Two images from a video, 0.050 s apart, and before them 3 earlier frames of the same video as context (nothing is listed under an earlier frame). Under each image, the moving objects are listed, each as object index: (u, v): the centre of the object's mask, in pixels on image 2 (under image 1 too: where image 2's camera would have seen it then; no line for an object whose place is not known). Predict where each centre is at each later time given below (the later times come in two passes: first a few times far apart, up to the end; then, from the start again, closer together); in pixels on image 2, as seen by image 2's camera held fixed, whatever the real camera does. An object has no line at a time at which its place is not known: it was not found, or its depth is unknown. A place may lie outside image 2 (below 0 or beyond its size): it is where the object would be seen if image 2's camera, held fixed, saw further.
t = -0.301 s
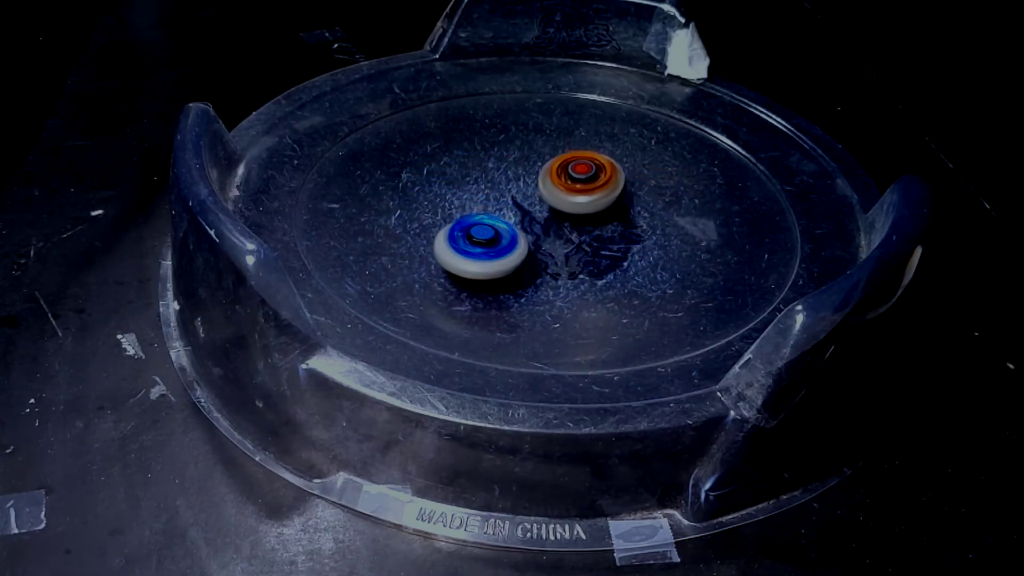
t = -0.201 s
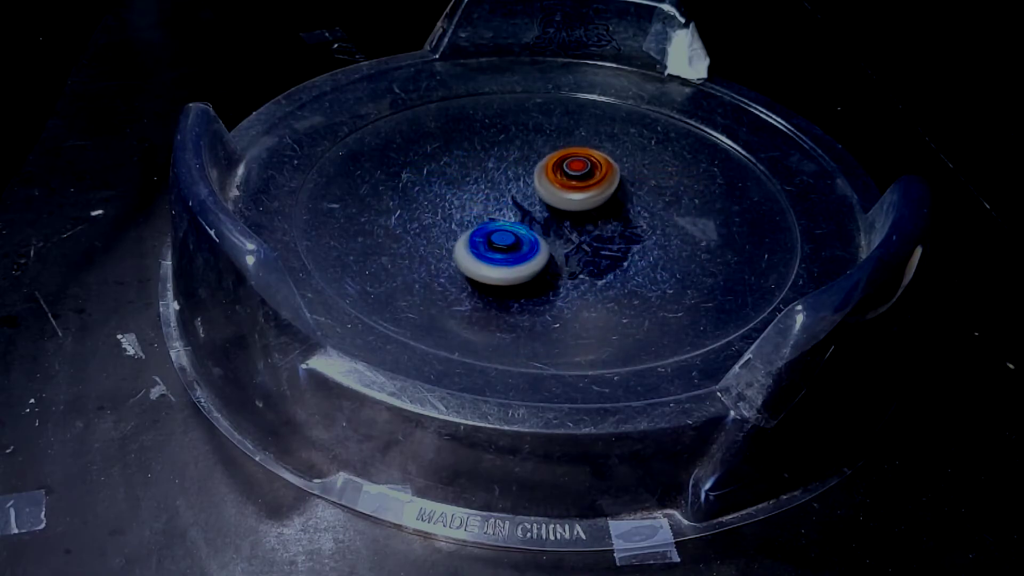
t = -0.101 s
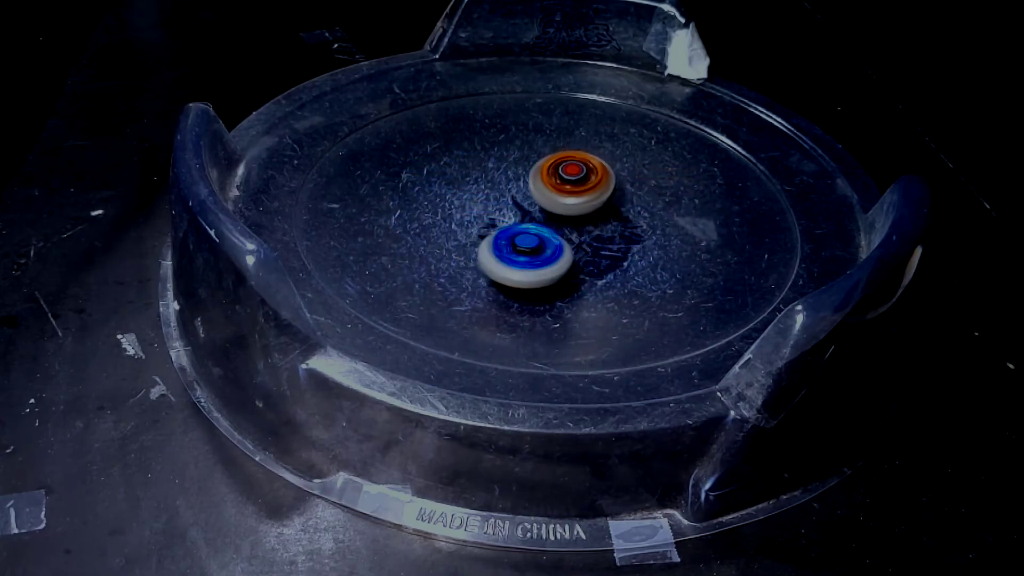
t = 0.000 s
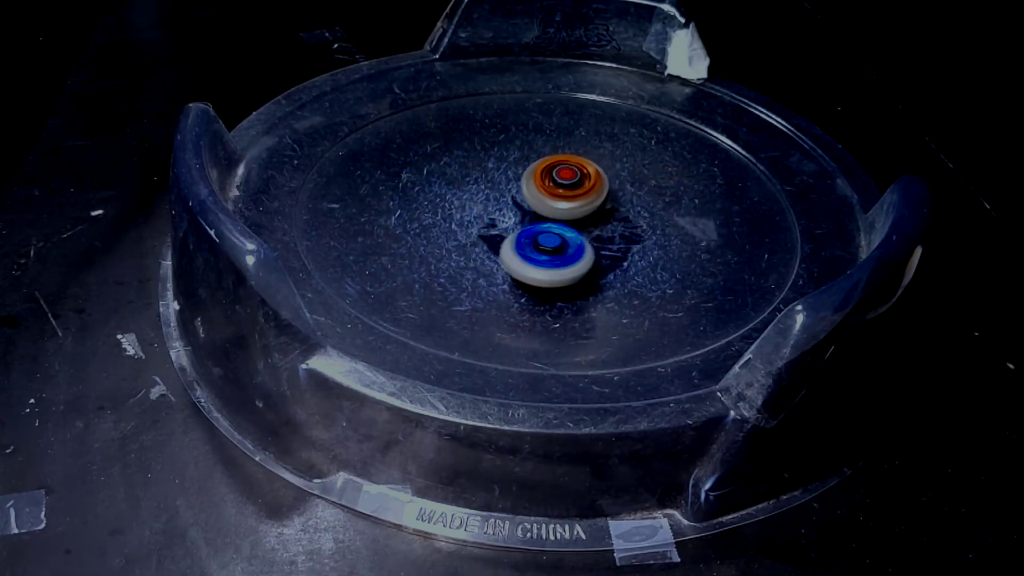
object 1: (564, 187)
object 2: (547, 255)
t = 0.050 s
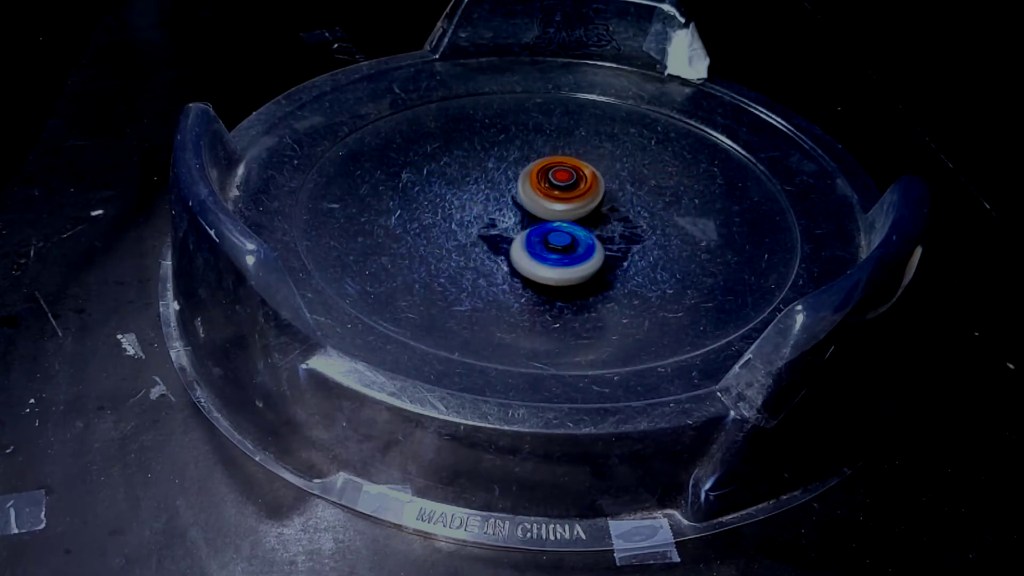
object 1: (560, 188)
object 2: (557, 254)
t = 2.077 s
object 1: (579, 265)
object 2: (498, 199)
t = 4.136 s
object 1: (480, 200)
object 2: (582, 208)
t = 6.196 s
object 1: (605, 182)
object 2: (499, 226)
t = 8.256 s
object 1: (584, 243)
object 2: (533, 187)
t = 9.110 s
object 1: (572, 181)
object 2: (512, 226)
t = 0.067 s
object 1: (559, 189)
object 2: (560, 253)
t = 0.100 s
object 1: (555, 190)
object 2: (566, 252)
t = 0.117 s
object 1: (553, 190)
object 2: (569, 251)
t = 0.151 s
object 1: (548, 191)
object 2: (573, 249)
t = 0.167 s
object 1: (546, 191)
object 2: (576, 248)
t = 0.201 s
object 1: (542, 192)
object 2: (580, 246)
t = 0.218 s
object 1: (540, 193)
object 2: (582, 245)
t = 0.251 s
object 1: (535, 194)
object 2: (586, 243)
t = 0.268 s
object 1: (533, 194)
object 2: (587, 241)
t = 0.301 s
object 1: (529, 196)
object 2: (590, 239)
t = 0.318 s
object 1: (527, 197)
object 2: (591, 238)
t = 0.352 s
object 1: (522, 199)
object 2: (593, 235)
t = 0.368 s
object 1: (519, 199)
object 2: (596, 234)
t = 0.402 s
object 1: (512, 200)
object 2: (599, 232)
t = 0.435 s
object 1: (507, 200)
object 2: (601, 230)
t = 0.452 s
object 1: (505, 200)
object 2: (602, 228)
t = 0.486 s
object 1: (502, 200)
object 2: (604, 226)
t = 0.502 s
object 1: (501, 200)
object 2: (604, 224)
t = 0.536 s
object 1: (499, 200)
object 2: (604, 222)
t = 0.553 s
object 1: (498, 200)
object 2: (604, 220)
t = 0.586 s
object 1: (496, 200)
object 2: (603, 218)
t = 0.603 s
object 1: (495, 200)
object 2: (603, 216)
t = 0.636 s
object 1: (494, 200)
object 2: (601, 214)
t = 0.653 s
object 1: (494, 200)
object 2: (600, 213)
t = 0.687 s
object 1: (493, 201)
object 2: (597, 210)
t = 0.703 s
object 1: (493, 201)
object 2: (596, 209)
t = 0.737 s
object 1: (493, 201)
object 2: (593, 206)
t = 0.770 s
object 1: (493, 202)
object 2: (590, 204)
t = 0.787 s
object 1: (493, 203)
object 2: (588, 203)
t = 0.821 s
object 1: (493, 204)
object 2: (584, 201)
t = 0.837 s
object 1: (492, 204)
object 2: (583, 200)
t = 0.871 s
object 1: (464, 204)
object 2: (608, 194)
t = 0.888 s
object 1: (453, 204)
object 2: (617, 192)
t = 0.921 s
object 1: (437, 205)
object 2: (630, 188)
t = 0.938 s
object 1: (431, 205)
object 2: (633, 187)
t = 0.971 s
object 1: (425, 204)
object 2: (634, 184)
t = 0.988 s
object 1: (424, 204)
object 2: (634, 182)
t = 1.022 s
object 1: (423, 204)
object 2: (632, 180)
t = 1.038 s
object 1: (424, 204)
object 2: (630, 178)
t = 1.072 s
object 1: (426, 203)
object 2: (627, 176)
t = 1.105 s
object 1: (429, 204)
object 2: (624, 174)
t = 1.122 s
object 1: (431, 204)
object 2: (622, 173)
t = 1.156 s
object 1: (435, 205)
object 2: (618, 172)
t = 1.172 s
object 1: (438, 205)
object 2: (616, 171)
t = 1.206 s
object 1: (444, 206)
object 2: (611, 170)
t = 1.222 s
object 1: (447, 206)
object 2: (609, 170)
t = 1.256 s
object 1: (453, 208)
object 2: (604, 170)
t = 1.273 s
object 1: (456, 208)
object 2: (601, 170)
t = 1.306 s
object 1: (462, 210)
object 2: (596, 170)
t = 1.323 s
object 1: (465, 210)
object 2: (593, 171)
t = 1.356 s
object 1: (471, 212)
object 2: (588, 172)
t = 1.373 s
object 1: (474, 213)
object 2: (585, 173)
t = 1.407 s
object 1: (479, 215)
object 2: (579, 174)
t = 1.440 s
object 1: (486, 217)
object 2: (574, 177)
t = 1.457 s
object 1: (489, 219)
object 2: (571, 178)
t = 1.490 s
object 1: (496, 221)
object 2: (565, 181)
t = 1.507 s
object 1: (500, 223)
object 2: (562, 182)
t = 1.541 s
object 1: (507, 226)
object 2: (558, 184)
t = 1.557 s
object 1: (510, 228)
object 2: (556, 186)
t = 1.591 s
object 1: (513, 235)
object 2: (554, 184)
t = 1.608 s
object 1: (514, 240)
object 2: (555, 183)
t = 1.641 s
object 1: (519, 247)
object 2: (553, 182)
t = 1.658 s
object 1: (522, 249)
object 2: (551, 182)
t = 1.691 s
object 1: (527, 253)
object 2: (546, 184)
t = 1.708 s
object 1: (528, 254)
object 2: (544, 184)
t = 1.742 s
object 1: (532, 255)
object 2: (540, 187)
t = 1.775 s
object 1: (535, 256)
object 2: (536, 189)
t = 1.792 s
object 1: (536, 257)
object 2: (534, 190)
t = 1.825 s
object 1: (539, 257)
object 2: (531, 193)
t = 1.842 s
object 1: (541, 258)
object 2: (529, 194)
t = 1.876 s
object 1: (544, 258)
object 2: (525, 197)
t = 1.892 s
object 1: (546, 258)
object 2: (523, 198)
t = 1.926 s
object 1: (549, 257)
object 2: (520, 201)
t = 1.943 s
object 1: (550, 257)
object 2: (519, 202)
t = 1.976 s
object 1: (554, 256)
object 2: (516, 205)
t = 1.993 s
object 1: (555, 256)
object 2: (514, 206)
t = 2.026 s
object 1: (559, 255)
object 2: (512, 209)
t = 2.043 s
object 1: (560, 255)
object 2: (512, 210)
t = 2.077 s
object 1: (579, 265)
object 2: (498, 199)
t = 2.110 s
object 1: (595, 272)
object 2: (488, 188)
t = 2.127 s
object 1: (602, 275)
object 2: (484, 185)
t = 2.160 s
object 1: (611, 279)
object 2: (477, 181)
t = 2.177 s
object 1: (614, 280)
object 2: (475, 181)
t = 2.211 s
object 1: (616, 280)
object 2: (470, 182)
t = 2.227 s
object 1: (616, 280)
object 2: (467, 182)
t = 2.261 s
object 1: (614, 279)
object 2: (463, 183)
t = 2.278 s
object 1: (613, 279)
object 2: (462, 184)
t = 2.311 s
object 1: (610, 278)
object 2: (458, 186)
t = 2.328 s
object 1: (609, 277)
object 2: (457, 186)
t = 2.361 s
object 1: (606, 275)
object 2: (455, 188)
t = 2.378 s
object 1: (604, 273)
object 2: (454, 188)
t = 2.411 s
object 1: (601, 271)
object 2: (452, 190)
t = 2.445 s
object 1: (598, 268)
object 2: (452, 191)
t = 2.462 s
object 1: (597, 267)
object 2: (451, 192)
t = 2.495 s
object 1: (595, 264)
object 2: (451, 193)
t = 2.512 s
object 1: (594, 262)
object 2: (451, 194)
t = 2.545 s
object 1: (592, 258)
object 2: (451, 196)
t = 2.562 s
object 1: (591, 256)
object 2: (451, 196)
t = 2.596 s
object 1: (589, 252)
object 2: (453, 199)
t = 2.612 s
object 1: (588, 250)
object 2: (453, 199)
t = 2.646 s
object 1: (586, 246)
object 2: (455, 201)
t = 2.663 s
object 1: (584, 243)
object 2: (456, 203)
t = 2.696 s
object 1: (582, 239)
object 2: (460, 205)
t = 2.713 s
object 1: (581, 237)
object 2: (461, 206)
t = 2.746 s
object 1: (579, 233)
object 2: (465, 208)
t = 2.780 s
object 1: (578, 229)
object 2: (469, 209)
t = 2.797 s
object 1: (578, 227)
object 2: (471, 210)
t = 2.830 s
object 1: (576, 223)
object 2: (476, 212)
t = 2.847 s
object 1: (576, 221)
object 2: (478, 212)
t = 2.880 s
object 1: (575, 217)
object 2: (483, 214)
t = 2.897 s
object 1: (575, 215)
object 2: (484, 214)
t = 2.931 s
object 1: (578, 210)
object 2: (485, 215)
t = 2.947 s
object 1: (579, 208)
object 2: (487, 215)
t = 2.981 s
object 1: (580, 204)
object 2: (492, 216)
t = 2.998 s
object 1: (580, 202)
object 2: (494, 217)
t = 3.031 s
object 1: (582, 198)
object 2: (497, 218)
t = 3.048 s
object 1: (586, 195)
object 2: (492, 220)
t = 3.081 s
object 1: (593, 190)
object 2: (486, 220)
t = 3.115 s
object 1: (595, 185)
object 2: (486, 221)
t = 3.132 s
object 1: (595, 184)
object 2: (487, 222)
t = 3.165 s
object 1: (595, 181)
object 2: (490, 224)
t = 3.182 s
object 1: (594, 180)
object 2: (491, 225)
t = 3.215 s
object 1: (591, 178)
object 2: (494, 227)
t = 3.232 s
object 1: (590, 178)
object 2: (496, 227)
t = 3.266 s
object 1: (587, 176)
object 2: (499, 229)
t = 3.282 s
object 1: (585, 176)
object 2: (501, 230)
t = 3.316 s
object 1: (581, 175)
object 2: (504, 231)
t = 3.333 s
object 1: (580, 174)
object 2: (506, 232)
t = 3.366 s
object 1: (576, 174)
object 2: (510, 233)
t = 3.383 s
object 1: (573, 173)
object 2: (513, 234)
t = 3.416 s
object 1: (569, 173)
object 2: (518, 235)
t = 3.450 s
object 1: (565, 172)
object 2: (523, 236)
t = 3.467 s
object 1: (562, 172)
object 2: (525, 236)
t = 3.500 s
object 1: (557, 172)
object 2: (531, 236)
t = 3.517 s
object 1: (555, 172)
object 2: (533, 236)
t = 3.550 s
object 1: (550, 173)
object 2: (539, 237)
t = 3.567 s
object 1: (548, 173)
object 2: (542, 237)
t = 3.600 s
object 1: (542, 173)
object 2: (547, 236)
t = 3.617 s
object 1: (540, 173)
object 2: (550, 236)
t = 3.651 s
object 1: (534, 174)
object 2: (554, 235)
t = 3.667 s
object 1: (532, 175)
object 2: (557, 235)
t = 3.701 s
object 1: (526, 176)
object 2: (561, 234)
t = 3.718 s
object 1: (524, 177)
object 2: (563, 233)
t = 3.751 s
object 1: (519, 179)
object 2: (567, 231)
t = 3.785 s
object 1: (514, 180)
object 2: (571, 230)
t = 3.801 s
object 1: (512, 181)
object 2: (572, 229)
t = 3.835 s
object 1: (508, 183)
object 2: (575, 227)
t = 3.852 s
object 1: (506, 184)
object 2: (576, 226)
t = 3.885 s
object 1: (502, 186)
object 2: (578, 223)
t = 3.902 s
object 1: (501, 187)
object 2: (579, 223)
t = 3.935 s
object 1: (497, 189)
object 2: (581, 220)
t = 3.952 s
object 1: (496, 190)
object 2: (581, 219)
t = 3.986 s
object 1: (493, 191)
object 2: (582, 217)
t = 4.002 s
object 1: (491, 192)
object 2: (582, 216)
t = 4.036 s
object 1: (488, 194)
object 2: (583, 214)
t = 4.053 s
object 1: (486, 195)
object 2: (583, 213)
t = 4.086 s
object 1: (484, 197)
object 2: (583, 211)
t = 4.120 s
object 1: (482, 199)
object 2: (582, 209)
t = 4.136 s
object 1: (480, 200)
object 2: (582, 208)
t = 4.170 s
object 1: (479, 203)
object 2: (580, 206)
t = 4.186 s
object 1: (478, 204)
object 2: (579, 205)
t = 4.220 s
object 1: (477, 206)
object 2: (577, 203)
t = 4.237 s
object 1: (477, 207)
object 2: (576, 202)
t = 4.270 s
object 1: (477, 209)
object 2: (574, 201)
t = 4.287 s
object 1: (476, 211)
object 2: (573, 200)
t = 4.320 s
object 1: (477, 213)
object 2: (570, 199)
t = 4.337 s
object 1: (477, 215)
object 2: (569, 199)
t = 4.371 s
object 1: (477, 217)
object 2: (566, 198)
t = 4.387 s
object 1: (478, 218)
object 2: (565, 197)
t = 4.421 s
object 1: (479, 221)
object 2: (562, 197)
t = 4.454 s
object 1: (481, 223)
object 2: (558, 197)
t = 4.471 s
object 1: (482, 224)
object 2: (556, 197)
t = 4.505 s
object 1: (484, 227)
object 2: (553, 196)
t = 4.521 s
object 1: (485, 228)
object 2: (551, 197)
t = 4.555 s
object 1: (489, 230)
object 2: (547, 196)
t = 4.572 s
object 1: (488, 232)
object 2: (547, 195)
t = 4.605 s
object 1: (482, 238)
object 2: (552, 191)
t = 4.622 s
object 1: (481, 240)
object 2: (552, 190)
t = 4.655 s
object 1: (481, 242)
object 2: (550, 189)
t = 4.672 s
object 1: (481, 244)
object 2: (549, 188)
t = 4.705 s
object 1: (483, 245)
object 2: (548, 188)
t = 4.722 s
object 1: (484, 246)
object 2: (547, 187)
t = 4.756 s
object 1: (487, 248)
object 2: (545, 187)
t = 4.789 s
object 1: (491, 249)
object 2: (543, 187)
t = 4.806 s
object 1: (493, 249)
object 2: (541, 188)
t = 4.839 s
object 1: (497, 250)
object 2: (540, 188)
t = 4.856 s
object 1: (500, 251)
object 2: (539, 188)
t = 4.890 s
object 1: (505, 252)
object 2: (537, 189)
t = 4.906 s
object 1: (507, 252)
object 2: (536, 189)
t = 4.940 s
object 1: (512, 252)
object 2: (535, 190)
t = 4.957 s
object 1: (514, 252)
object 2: (534, 190)
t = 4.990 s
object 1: (520, 252)
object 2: (533, 191)
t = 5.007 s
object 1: (522, 252)
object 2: (532, 192)
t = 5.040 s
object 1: (527, 252)
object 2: (530, 193)
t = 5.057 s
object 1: (531, 252)
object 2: (529, 193)
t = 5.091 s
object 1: (536, 251)
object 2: (527, 194)
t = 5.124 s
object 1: (542, 251)
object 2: (525, 196)
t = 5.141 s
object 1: (544, 251)
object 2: (524, 196)
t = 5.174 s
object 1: (550, 250)
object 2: (522, 198)
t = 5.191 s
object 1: (552, 250)
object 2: (522, 199)
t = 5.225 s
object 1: (558, 249)
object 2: (520, 200)
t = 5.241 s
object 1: (561, 248)
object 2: (520, 201)
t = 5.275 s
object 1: (566, 247)
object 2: (519, 202)
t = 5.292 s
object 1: (568, 246)
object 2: (518, 203)
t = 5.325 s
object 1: (574, 246)
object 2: (516, 203)
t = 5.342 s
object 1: (577, 246)
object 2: (515, 203)
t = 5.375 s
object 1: (582, 245)
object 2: (514, 205)
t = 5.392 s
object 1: (584, 244)
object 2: (513, 206)
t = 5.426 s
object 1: (588, 242)
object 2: (513, 207)
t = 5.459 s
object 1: (592, 240)
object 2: (514, 209)
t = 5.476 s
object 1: (594, 239)
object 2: (514, 211)
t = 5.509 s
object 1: (599, 238)
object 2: (513, 211)
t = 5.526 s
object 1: (606, 238)
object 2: (508, 209)
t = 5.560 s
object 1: (616, 236)
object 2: (504, 208)
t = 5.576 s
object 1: (620, 235)
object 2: (503, 209)
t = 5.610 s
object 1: (624, 233)
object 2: (502, 210)
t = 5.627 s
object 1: (626, 231)
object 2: (502, 210)
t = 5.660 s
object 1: (627, 229)
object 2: (501, 211)
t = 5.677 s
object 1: (627, 228)
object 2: (501, 211)
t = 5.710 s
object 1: (627, 226)
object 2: (501, 213)
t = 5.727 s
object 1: (627, 225)
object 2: (501, 214)
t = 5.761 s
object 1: (626, 222)
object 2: (501, 215)
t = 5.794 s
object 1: (624, 220)
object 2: (501, 216)
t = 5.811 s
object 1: (623, 219)
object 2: (502, 217)
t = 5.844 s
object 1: (621, 216)
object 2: (502, 218)
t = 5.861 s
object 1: (619, 215)
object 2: (503, 218)
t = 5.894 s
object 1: (616, 213)
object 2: (504, 219)
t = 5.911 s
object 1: (614, 212)
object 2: (505, 220)
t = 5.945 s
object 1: (611, 209)
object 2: (506, 220)
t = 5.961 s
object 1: (609, 208)
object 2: (507, 220)
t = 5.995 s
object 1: (605, 206)
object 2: (509, 221)
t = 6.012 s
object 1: (603, 205)
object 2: (510, 221)
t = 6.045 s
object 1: (599, 203)
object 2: (513, 221)
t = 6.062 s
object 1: (597, 201)
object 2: (514, 222)
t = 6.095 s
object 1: (600, 196)
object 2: (509, 223)
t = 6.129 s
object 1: (607, 190)
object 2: (501, 225)
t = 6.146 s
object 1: (608, 187)
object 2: (499, 225)
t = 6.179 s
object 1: (606, 184)
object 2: (499, 225)
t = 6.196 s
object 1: (605, 182)
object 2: (499, 226)
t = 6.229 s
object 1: (601, 180)
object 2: (498, 227)
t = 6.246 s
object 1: (598, 179)
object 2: (498, 227)
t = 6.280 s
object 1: (594, 178)
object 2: (498, 228)
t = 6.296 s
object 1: (591, 177)
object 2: (499, 229)
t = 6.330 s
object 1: (587, 177)
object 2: (499, 230)
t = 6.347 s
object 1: (584, 177)
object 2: (500, 230)
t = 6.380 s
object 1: (579, 176)
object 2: (501, 231)
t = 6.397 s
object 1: (576, 177)
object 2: (502, 231)
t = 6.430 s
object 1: (572, 176)
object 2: (504, 231)
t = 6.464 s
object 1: (566, 176)
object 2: (507, 231)
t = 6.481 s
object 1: (564, 176)
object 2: (509, 231)
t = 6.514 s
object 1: (559, 177)
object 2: (512, 231)
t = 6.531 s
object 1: (556, 176)
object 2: (514, 231)
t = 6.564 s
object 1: (551, 176)
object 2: (517, 231)
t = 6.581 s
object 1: (548, 176)
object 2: (519, 231)
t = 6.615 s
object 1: (543, 176)
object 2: (523, 231)
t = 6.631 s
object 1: (540, 176)
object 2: (524, 230)
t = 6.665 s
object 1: (534, 176)
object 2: (528, 231)
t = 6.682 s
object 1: (531, 176)
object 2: (530, 231)
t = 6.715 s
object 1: (526, 171)
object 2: (532, 240)
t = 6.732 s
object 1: (524, 168)
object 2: (533, 243)
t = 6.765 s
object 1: (520, 164)
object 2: (536, 246)
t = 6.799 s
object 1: (516, 163)
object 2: (540, 248)
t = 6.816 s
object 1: (515, 163)
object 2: (541, 248)
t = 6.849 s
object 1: (512, 164)
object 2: (545, 248)
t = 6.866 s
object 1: (510, 165)
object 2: (547, 249)
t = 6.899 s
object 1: (508, 166)
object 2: (550, 249)
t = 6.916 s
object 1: (507, 167)
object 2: (552, 249)
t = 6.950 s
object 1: (505, 170)
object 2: (556, 249)
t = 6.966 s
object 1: (504, 171)
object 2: (557, 249)
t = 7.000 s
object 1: (502, 174)
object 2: (560, 249)
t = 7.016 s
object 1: (501, 175)
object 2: (561, 249)
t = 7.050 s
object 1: (500, 178)
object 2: (564, 249)
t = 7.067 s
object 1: (499, 180)
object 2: (566, 249)
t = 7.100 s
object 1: (498, 184)
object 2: (568, 248)
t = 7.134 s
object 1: (497, 187)
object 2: (571, 247)
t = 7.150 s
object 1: (497, 188)
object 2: (572, 247)
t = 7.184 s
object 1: (496, 192)
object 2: (575, 245)
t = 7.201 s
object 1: (495, 194)
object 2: (576, 245)
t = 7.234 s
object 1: (494, 197)
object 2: (577, 244)
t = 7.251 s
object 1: (493, 198)
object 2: (578, 243)
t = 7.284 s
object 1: (492, 202)
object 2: (580, 241)
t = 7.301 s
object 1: (491, 203)
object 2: (581, 240)
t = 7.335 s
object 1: (490, 206)
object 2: (582, 238)
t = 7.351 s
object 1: (490, 208)
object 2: (583, 237)
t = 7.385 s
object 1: (489, 211)
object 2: (584, 236)
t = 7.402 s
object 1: (489, 213)
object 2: (584, 235)
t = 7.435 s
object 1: (489, 217)
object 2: (584, 232)
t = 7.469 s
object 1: (489, 220)
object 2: (583, 229)
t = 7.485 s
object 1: (490, 221)
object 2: (583, 228)
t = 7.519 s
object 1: (491, 224)
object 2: (582, 226)
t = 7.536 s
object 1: (491, 226)
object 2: (582, 224)
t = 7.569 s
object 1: (492, 229)
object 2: (582, 222)
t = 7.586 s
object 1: (493, 231)
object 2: (581, 221)
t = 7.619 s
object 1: (495, 234)
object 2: (580, 218)
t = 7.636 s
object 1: (497, 235)
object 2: (579, 217)
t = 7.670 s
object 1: (501, 238)
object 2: (577, 214)
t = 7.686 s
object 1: (502, 239)
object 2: (576, 213)
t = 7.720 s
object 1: (507, 241)
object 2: (575, 211)
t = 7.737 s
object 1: (509, 242)
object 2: (573, 209)
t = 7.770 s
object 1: (513, 244)
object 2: (571, 207)
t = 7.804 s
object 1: (518, 246)
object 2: (569, 205)
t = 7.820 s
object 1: (520, 246)
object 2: (567, 204)
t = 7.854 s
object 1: (525, 248)
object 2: (565, 202)
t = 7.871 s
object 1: (528, 249)
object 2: (563, 200)
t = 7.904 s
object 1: (533, 250)
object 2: (561, 199)
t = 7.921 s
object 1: (536, 251)
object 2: (559, 198)
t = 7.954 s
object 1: (541, 251)
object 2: (556, 196)
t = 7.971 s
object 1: (544, 251)
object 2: (555, 195)
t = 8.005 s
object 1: (549, 252)
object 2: (552, 194)
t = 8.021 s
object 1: (552, 252)
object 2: (551, 193)
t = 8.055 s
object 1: (557, 251)
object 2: (548, 192)
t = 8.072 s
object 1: (559, 251)
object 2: (547, 191)
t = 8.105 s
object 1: (564, 250)
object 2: (544, 190)
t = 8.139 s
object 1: (569, 249)
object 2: (542, 189)
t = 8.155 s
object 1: (571, 248)
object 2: (540, 188)
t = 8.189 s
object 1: (576, 247)
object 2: (538, 188)
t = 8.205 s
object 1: (578, 246)
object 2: (536, 188)
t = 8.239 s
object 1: (582, 244)
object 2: (534, 187)
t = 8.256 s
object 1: (584, 243)
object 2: (533, 187)
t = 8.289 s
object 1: (588, 241)
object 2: (530, 187)
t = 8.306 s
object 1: (590, 240)
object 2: (529, 187)
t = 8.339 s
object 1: (593, 238)
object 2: (527, 186)
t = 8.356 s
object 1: (594, 237)
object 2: (525, 186)
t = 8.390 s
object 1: (597, 235)
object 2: (522, 186)
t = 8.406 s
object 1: (598, 234)
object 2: (521, 186)
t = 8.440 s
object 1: (600, 231)
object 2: (518, 187)
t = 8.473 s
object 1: (602, 228)
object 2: (515, 187)
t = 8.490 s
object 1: (603, 227)
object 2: (514, 187)
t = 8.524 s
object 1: (604, 224)
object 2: (511, 188)
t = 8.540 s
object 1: (605, 223)
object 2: (510, 188)
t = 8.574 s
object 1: (606, 220)
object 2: (509, 189)
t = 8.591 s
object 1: (606, 218)
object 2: (508, 190)
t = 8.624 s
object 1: (606, 215)
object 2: (506, 192)
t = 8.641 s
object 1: (606, 214)
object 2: (506, 193)
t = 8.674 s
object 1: (606, 211)
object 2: (505, 196)
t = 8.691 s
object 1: (605, 210)
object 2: (505, 197)
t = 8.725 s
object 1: (603, 207)
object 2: (505, 200)
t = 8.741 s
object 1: (602, 206)
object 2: (505, 201)
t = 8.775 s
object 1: (600, 203)
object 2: (506, 203)
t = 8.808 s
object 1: (597, 201)
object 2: (507, 206)
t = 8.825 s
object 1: (596, 199)
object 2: (507, 207)
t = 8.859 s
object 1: (595, 196)
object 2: (506, 209)
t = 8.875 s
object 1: (595, 195)
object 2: (506, 210)
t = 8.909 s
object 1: (595, 192)
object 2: (506, 213)
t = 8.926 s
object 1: (594, 190)
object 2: (507, 214)
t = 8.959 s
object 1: (591, 188)
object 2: (507, 216)
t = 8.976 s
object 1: (589, 187)
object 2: (508, 217)
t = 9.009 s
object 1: (586, 185)
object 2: (508, 219)
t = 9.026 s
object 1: (583, 184)
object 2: (509, 221)
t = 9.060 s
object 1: (579, 183)
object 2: (510, 223)
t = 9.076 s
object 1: (577, 182)
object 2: (510, 224)
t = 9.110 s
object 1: (572, 181)
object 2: (512, 226)
